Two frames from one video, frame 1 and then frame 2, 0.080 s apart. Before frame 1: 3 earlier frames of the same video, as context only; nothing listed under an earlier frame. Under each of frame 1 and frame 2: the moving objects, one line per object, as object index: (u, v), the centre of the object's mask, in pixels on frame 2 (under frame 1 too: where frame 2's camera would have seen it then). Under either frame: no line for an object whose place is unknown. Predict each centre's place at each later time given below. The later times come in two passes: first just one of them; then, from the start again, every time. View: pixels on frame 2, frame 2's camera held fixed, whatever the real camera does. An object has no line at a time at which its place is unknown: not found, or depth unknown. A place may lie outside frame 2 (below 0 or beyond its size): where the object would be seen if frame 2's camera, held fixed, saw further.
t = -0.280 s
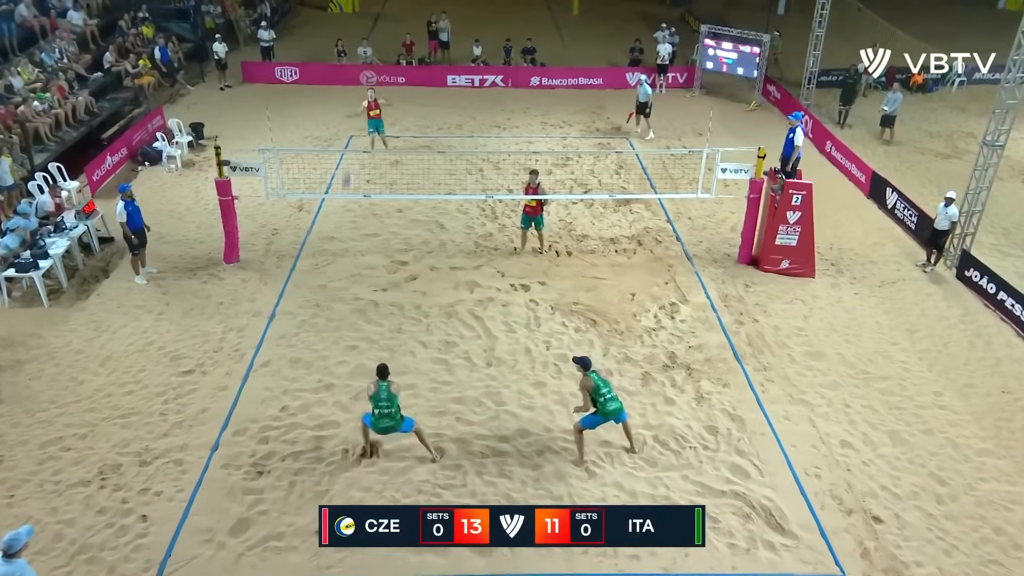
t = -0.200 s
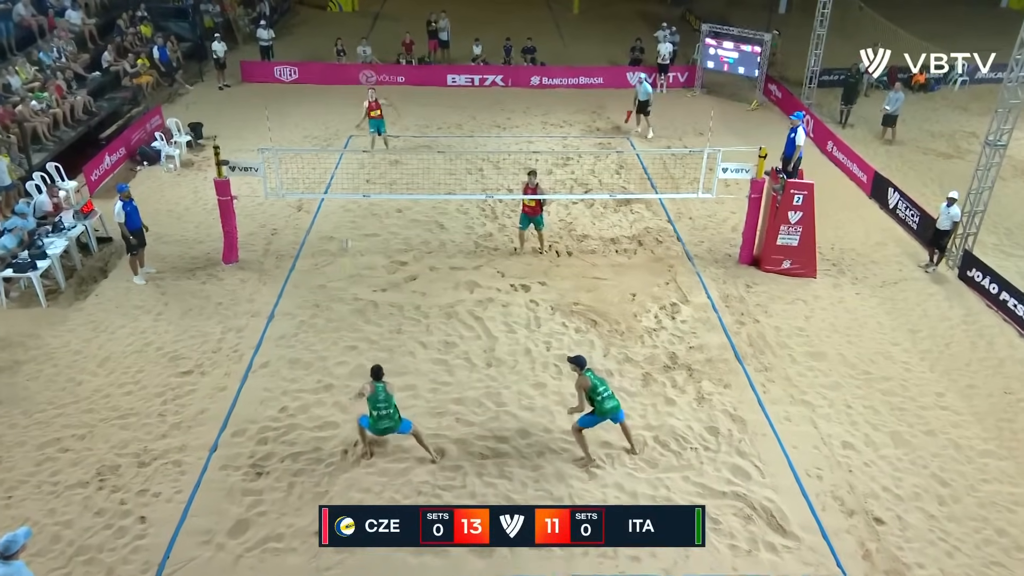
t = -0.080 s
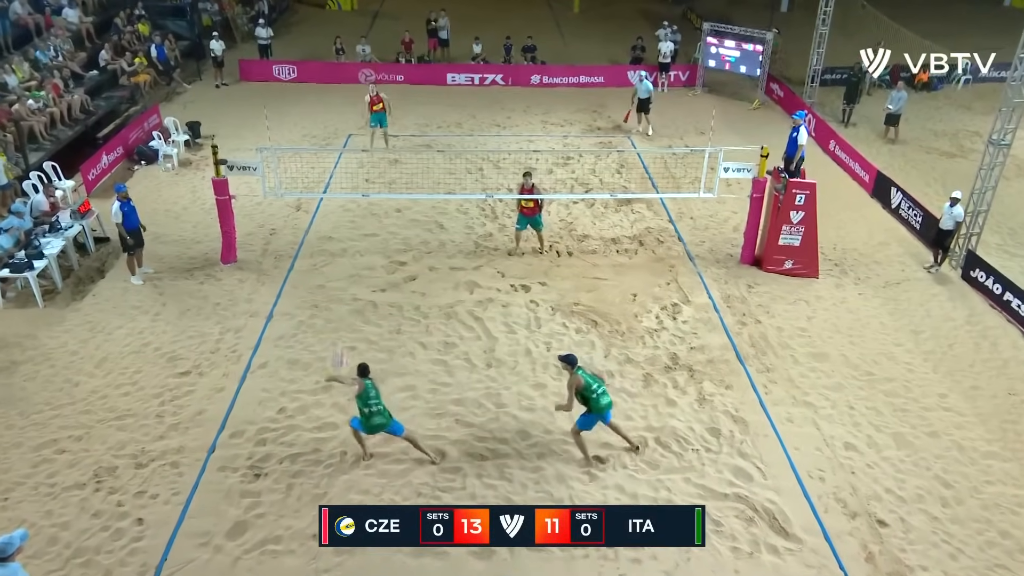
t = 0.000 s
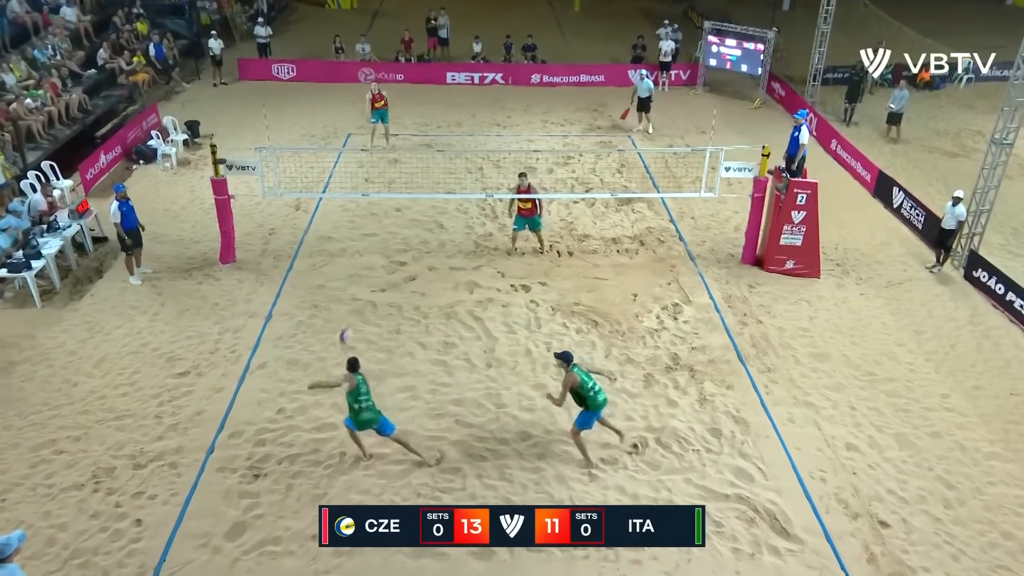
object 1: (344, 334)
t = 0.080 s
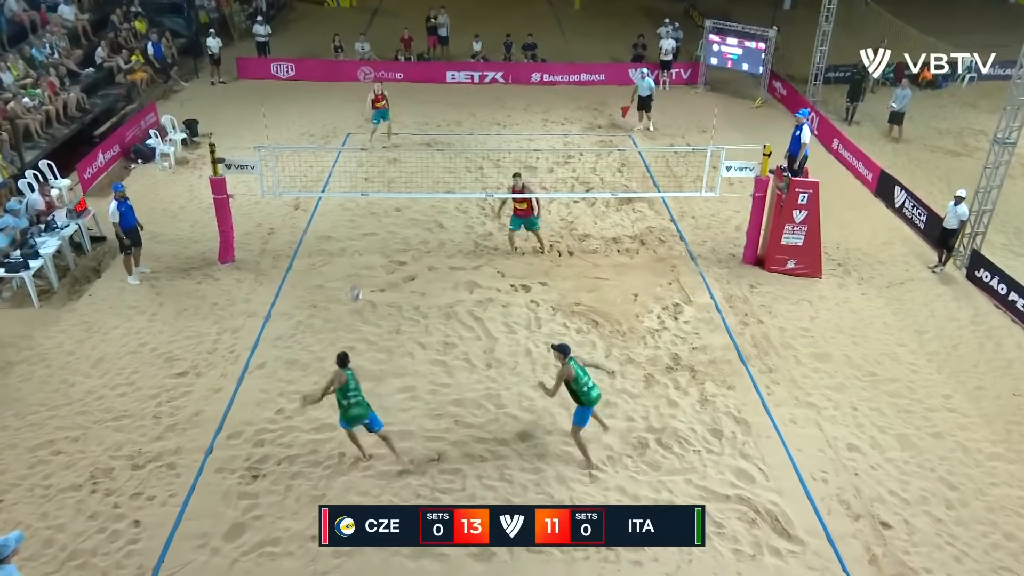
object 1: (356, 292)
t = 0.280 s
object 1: (382, 205)
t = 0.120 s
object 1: (359, 267)
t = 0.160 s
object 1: (363, 253)
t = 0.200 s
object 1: (370, 237)
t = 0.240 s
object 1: (376, 218)
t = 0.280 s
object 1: (382, 205)
